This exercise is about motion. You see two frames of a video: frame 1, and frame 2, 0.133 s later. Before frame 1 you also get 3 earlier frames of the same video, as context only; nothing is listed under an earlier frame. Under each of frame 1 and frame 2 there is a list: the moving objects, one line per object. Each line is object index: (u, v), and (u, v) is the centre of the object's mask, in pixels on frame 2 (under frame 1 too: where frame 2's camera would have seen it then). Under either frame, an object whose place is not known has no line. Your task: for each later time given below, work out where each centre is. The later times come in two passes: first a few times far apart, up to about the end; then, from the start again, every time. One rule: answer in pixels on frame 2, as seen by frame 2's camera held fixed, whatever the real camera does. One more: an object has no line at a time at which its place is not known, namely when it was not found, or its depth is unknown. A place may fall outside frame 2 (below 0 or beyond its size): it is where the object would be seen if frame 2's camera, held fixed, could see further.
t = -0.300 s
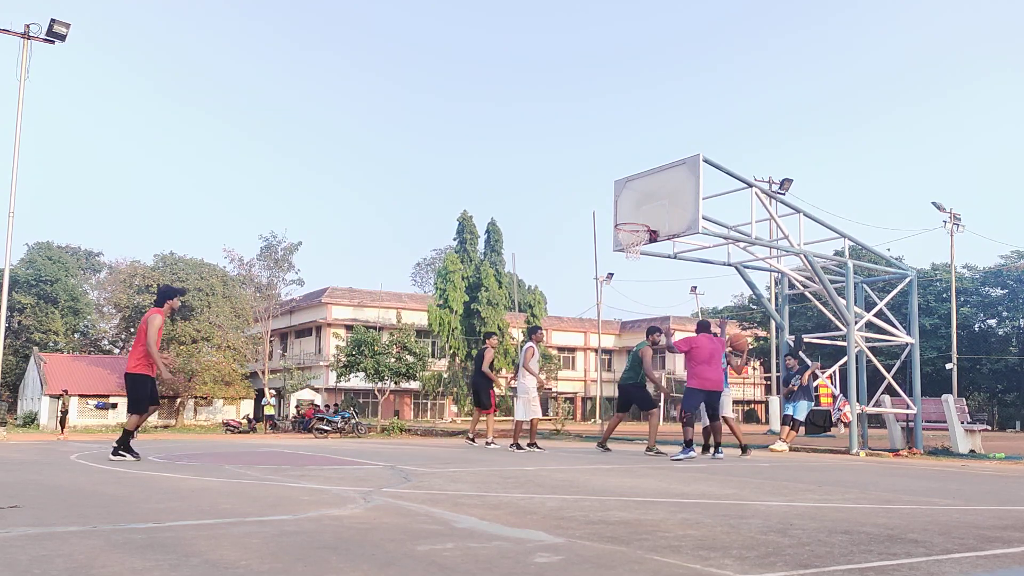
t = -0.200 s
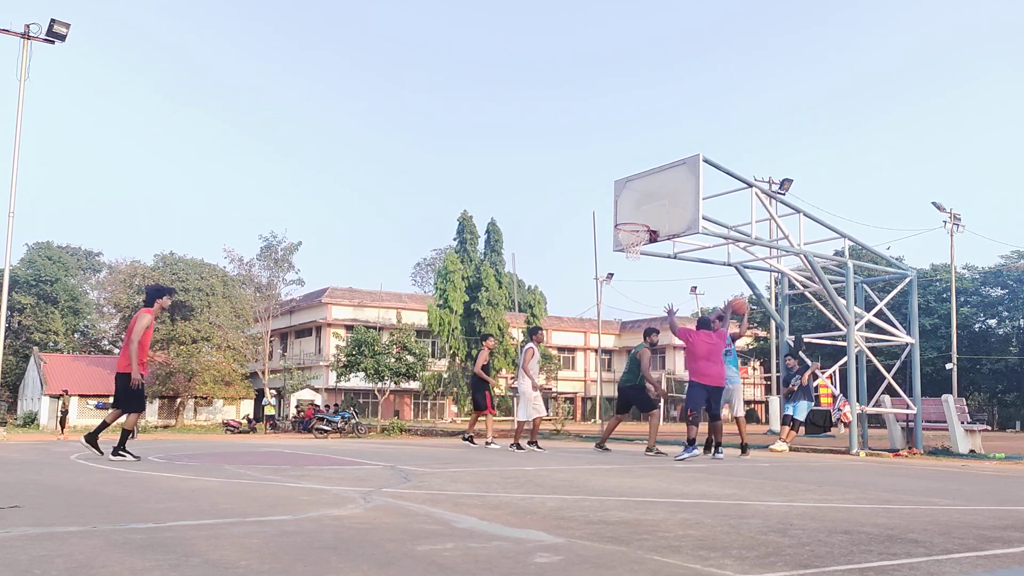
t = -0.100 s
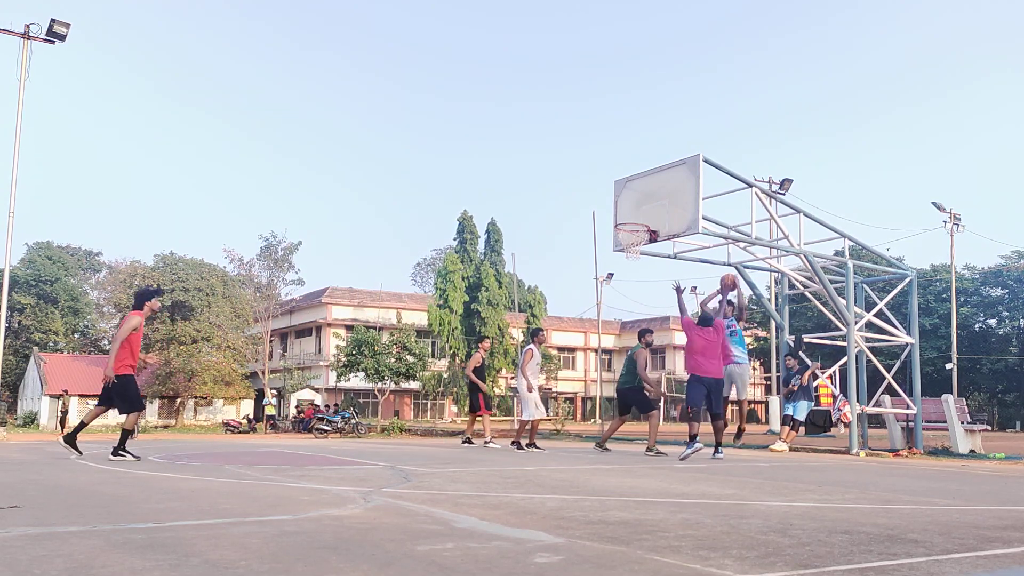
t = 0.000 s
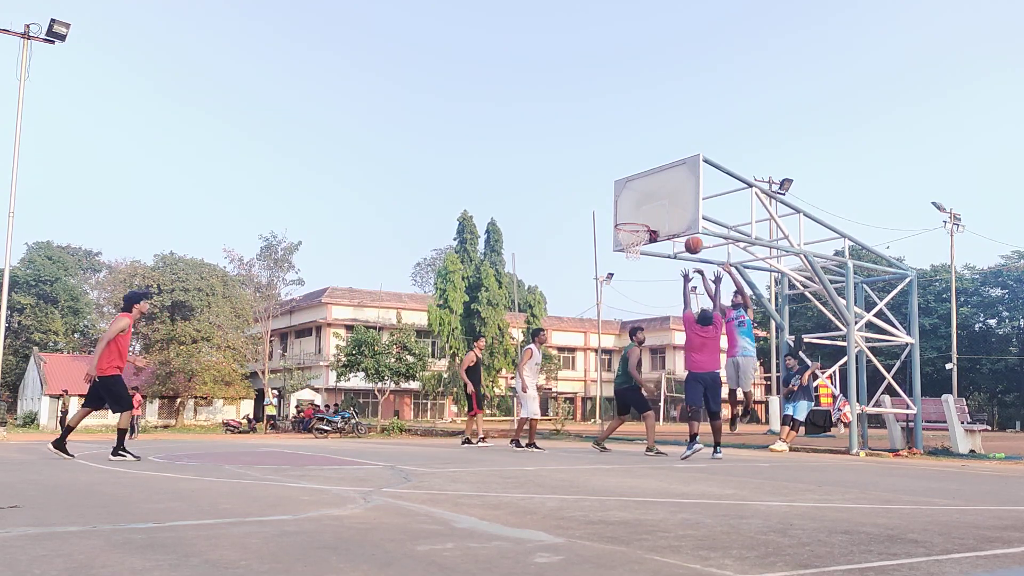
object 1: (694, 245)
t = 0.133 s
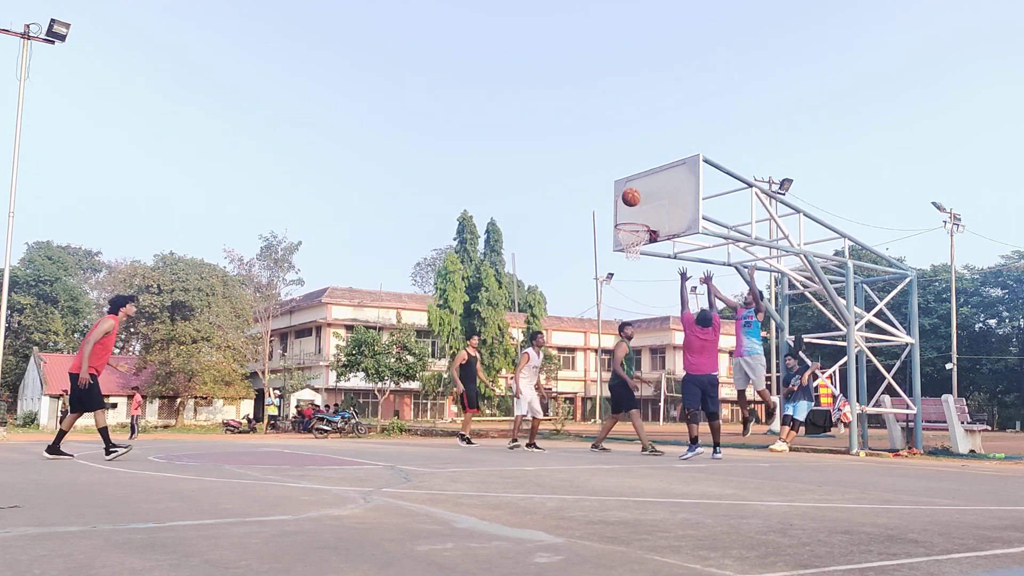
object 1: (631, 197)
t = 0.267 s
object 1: (566, 161)
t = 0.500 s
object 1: (445, 130)
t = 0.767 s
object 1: (290, 148)
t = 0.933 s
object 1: (180, 194)
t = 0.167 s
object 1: (615, 187)
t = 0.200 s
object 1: (599, 177)
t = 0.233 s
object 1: (583, 169)
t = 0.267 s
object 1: (566, 161)
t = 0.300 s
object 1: (549, 154)
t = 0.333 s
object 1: (533, 148)
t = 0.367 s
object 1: (516, 142)
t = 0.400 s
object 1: (498, 138)
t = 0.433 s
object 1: (481, 134)
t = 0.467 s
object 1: (463, 131)
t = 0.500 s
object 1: (445, 130)
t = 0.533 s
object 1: (427, 129)
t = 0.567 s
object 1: (408, 129)
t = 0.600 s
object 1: (389, 130)
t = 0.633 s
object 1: (370, 132)
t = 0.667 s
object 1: (351, 134)
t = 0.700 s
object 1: (331, 138)
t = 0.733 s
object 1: (311, 143)
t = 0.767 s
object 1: (290, 148)
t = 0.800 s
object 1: (269, 155)
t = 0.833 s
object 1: (248, 163)
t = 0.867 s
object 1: (226, 172)
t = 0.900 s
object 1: (203, 182)
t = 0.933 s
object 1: (180, 194)
